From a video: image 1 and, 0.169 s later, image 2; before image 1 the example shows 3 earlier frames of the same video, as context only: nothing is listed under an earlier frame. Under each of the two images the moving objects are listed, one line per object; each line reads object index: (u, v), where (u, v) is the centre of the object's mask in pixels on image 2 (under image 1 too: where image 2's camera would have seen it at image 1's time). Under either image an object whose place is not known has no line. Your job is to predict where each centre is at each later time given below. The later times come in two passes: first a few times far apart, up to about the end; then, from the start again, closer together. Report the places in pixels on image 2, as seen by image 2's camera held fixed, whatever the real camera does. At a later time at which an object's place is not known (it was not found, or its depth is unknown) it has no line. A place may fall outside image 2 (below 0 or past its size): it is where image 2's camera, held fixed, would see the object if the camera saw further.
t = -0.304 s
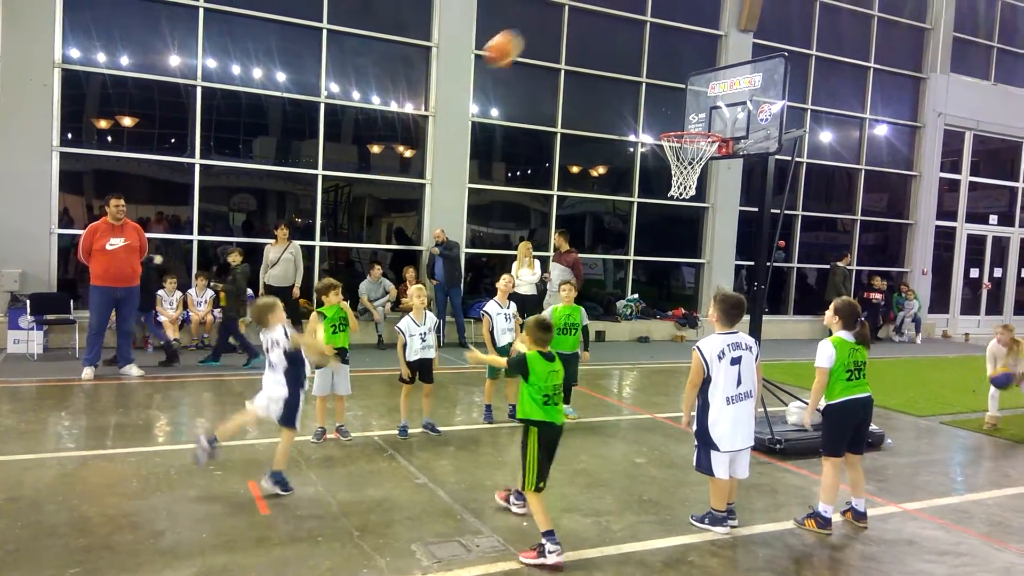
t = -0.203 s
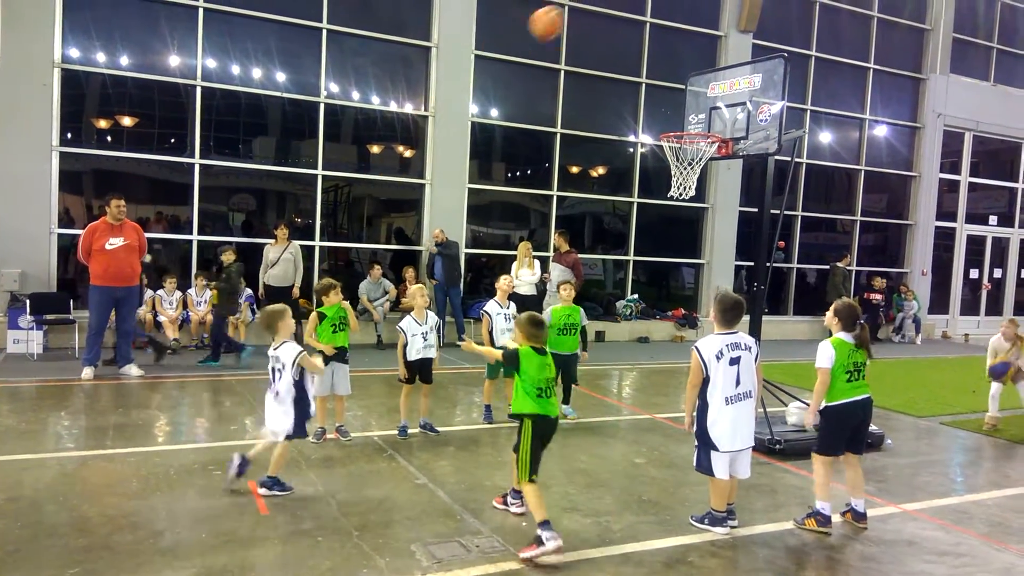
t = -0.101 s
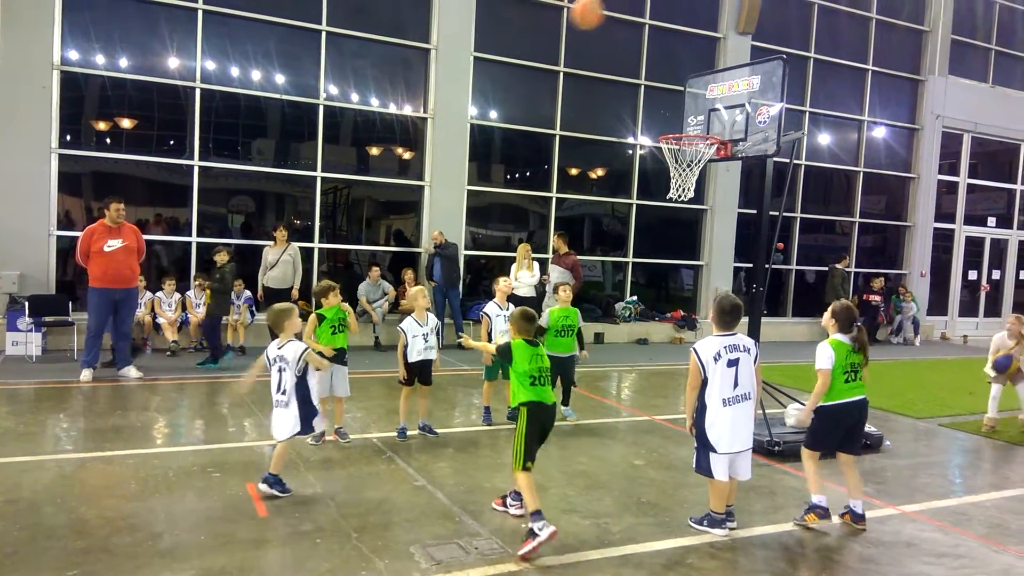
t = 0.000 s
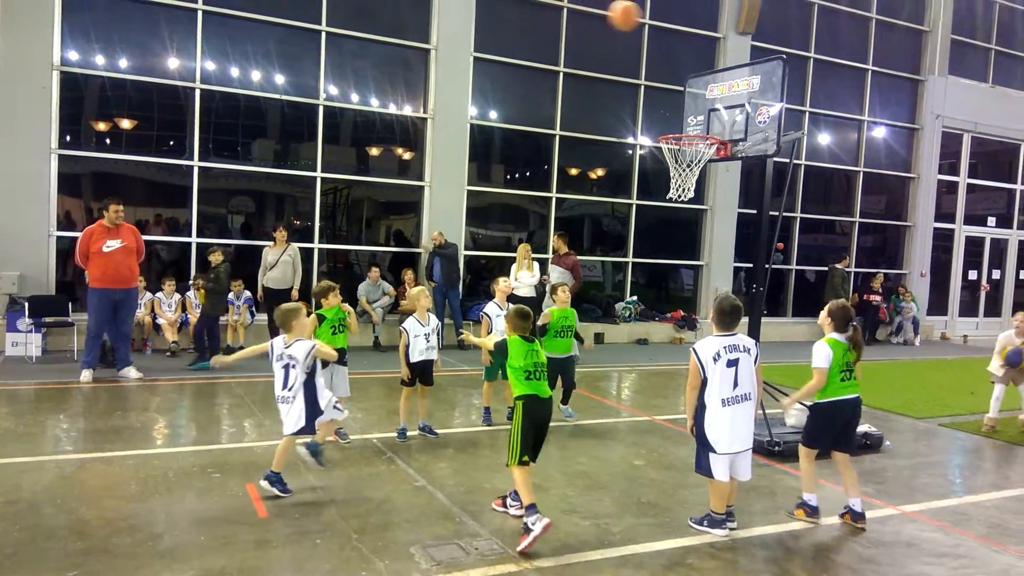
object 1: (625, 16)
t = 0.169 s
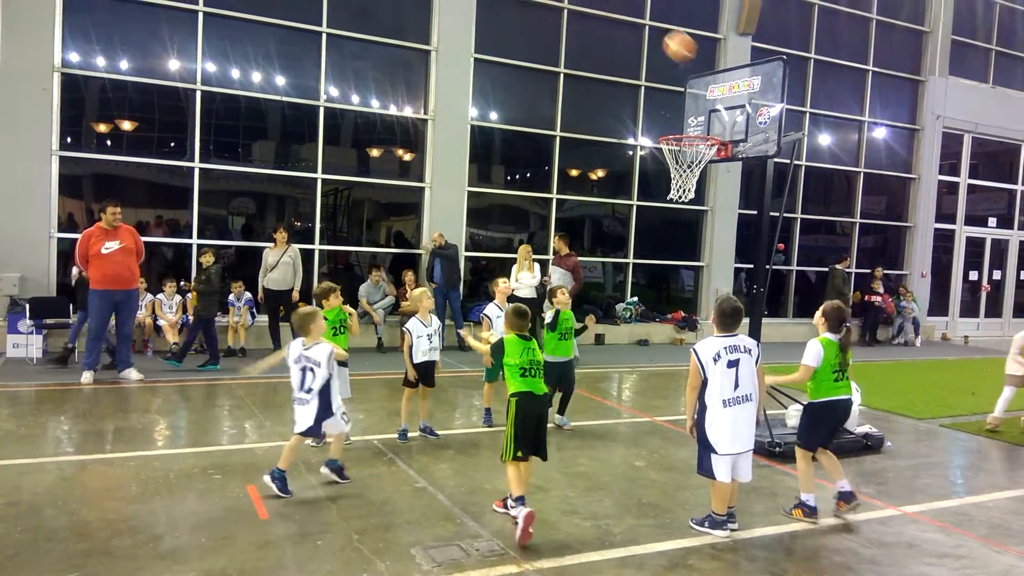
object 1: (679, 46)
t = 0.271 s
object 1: (705, 76)
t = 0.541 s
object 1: (679, 155)
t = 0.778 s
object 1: (702, 165)
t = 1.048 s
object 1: (693, 197)
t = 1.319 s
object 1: (669, 289)
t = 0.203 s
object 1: (689, 56)
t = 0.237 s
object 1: (698, 65)
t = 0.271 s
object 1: (705, 76)
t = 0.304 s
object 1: (702, 85)
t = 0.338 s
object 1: (697, 94)
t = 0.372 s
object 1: (691, 105)
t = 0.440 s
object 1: (679, 125)
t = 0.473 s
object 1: (675, 136)
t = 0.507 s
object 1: (677, 145)
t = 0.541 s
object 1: (679, 155)
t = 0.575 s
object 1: (682, 162)
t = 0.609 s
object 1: (685, 166)
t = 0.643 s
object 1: (689, 166)
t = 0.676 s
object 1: (692, 167)
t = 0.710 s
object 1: (696, 165)
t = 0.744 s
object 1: (699, 165)
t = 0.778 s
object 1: (702, 165)
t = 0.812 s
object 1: (702, 167)
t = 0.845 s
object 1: (703, 170)
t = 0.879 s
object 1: (703, 173)
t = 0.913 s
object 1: (701, 177)
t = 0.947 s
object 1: (700, 182)
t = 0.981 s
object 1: (696, 187)
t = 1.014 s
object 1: (696, 191)
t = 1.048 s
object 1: (693, 197)
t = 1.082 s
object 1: (690, 205)
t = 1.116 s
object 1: (686, 213)
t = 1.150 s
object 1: (684, 223)
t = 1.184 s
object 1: (681, 233)
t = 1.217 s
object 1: (678, 245)
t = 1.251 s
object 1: (674, 259)
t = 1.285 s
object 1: (672, 273)
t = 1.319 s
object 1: (669, 289)
